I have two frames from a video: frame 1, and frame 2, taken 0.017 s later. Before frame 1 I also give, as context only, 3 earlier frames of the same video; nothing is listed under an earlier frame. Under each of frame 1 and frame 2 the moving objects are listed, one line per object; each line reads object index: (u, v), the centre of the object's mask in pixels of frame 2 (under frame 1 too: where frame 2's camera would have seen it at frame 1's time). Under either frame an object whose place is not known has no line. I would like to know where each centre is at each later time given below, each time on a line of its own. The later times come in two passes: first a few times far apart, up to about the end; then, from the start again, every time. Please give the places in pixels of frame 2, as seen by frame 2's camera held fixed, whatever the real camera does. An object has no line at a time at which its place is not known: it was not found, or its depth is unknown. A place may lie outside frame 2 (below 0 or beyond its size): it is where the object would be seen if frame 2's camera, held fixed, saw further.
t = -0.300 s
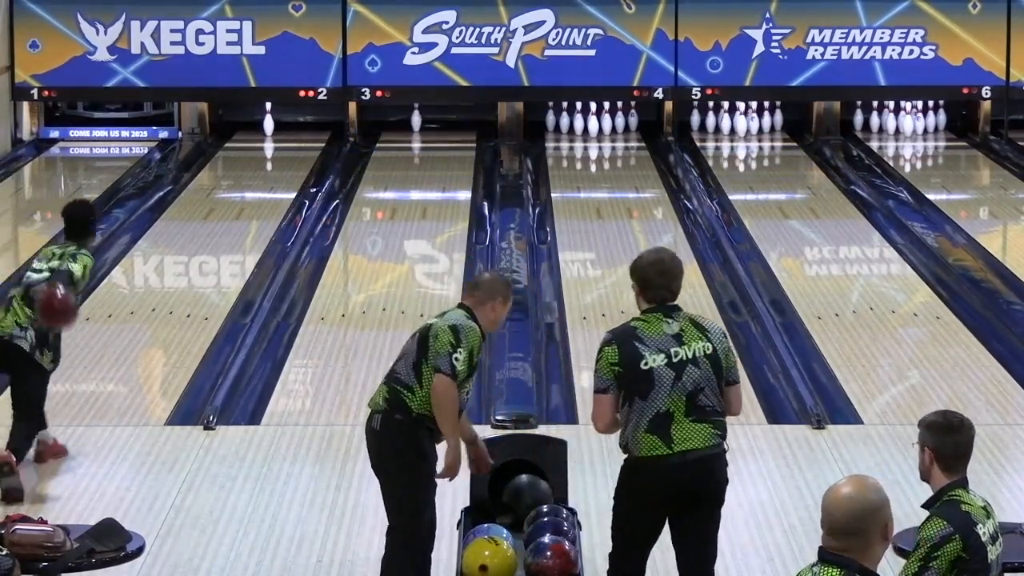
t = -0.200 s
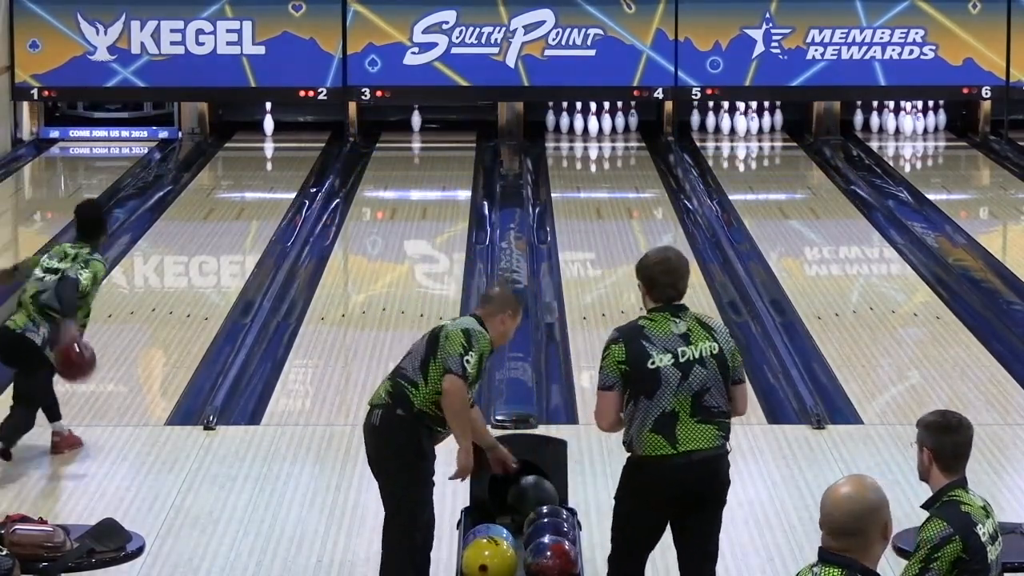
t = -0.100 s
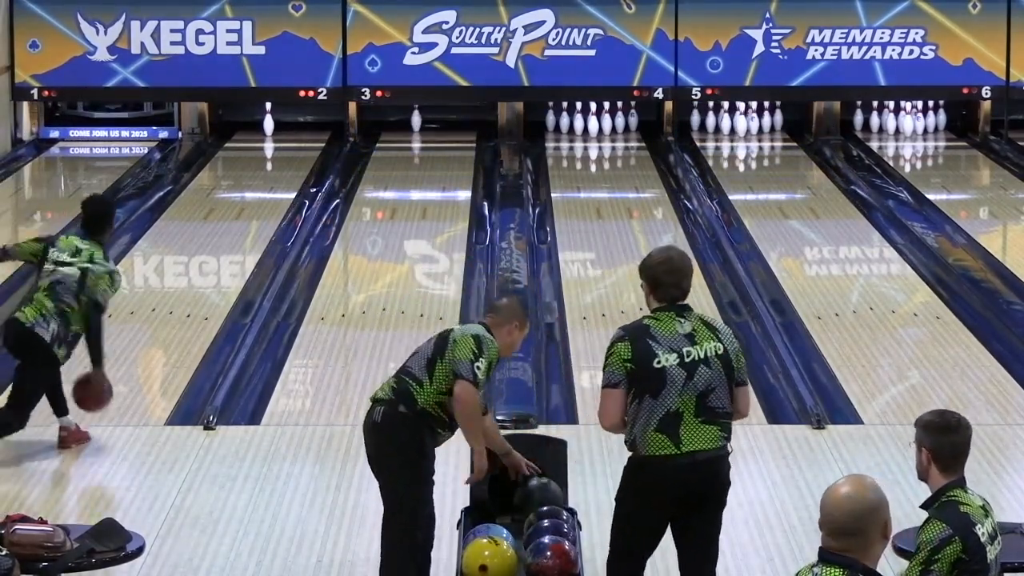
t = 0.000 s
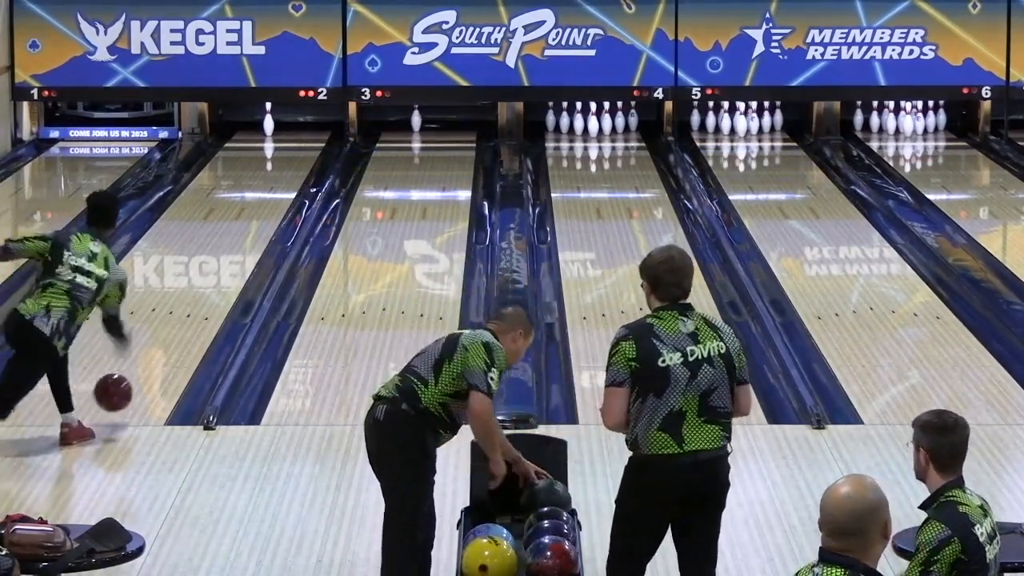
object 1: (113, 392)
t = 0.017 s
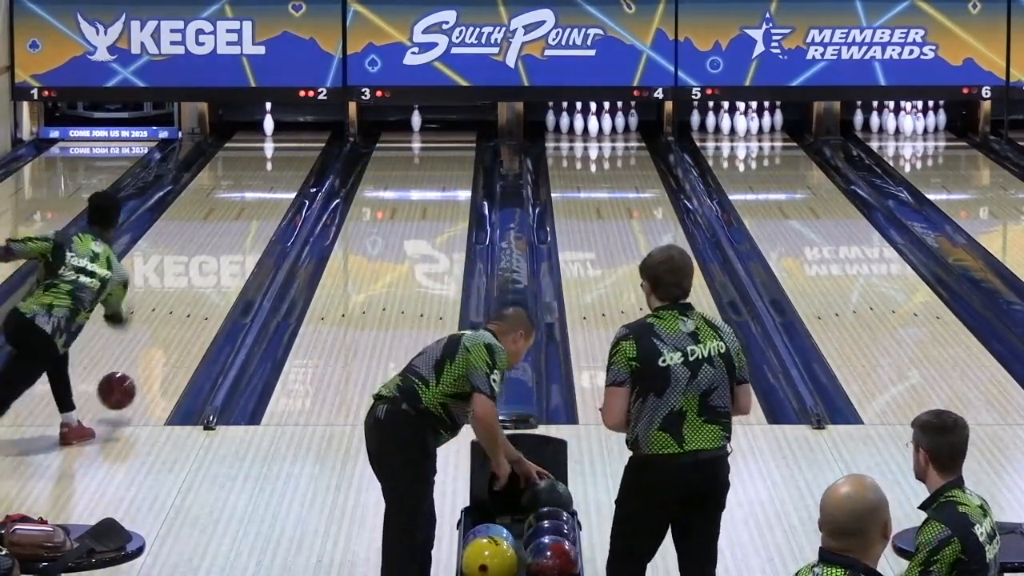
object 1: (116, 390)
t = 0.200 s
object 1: (150, 364)
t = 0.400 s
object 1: (181, 327)
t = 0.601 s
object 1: (206, 295)
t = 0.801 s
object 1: (228, 267)
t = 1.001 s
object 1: (247, 242)
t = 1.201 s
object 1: (262, 221)
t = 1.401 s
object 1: (275, 201)
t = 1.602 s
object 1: (286, 183)
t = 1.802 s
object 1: (292, 168)
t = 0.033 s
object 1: (120, 389)
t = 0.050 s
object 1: (123, 388)
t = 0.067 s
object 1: (126, 389)
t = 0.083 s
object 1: (130, 388)
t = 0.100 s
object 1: (133, 384)
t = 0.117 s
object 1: (135, 380)
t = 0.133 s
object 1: (138, 377)
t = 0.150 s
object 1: (141, 373)
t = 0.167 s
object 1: (144, 370)
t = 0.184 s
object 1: (147, 367)
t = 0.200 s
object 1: (150, 364)
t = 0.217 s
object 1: (153, 360)
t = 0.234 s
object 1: (156, 357)
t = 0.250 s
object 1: (158, 354)
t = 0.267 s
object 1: (161, 351)
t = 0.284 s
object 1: (163, 348)
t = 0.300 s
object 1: (166, 344)
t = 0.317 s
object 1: (169, 342)
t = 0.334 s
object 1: (171, 339)
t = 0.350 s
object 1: (173, 336)
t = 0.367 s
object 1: (176, 333)
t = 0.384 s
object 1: (178, 330)
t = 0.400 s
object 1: (181, 327)
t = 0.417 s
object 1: (183, 324)
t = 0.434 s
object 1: (185, 321)
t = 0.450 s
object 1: (187, 319)
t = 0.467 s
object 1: (190, 316)
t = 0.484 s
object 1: (192, 313)
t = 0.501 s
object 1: (194, 311)
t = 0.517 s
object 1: (196, 308)
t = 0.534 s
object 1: (198, 305)
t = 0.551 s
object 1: (201, 303)
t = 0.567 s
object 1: (203, 300)
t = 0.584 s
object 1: (205, 298)
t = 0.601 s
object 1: (206, 295)
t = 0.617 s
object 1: (208, 293)
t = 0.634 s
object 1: (210, 290)
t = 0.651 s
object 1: (212, 288)
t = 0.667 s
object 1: (214, 285)
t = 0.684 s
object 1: (216, 283)
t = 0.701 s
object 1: (218, 281)
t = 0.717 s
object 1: (220, 278)
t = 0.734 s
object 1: (221, 276)
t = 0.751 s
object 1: (223, 274)
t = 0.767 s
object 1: (225, 272)
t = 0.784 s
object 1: (227, 269)
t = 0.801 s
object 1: (228, 267)
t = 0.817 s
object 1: (230, 265)
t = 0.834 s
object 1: (232, 263)
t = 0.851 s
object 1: (233, 261)
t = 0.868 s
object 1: (235, 259)
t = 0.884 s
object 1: (237, 256)
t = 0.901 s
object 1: (238, 254)
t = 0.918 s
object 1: (240, 252)
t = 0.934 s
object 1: (241, 250)
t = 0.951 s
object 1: (243, 248)
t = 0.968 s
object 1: (244, 246)
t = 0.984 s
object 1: (246, 244)
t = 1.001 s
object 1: (247, 242)
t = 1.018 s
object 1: (249, 241)
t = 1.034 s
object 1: (250, 239)
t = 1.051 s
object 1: (251, 237)
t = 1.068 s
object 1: (253, 235)
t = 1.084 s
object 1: (254, 233)
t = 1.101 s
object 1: (255, 231)
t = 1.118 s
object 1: (257, 229)
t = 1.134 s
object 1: (258, 228)
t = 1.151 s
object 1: (259, 226)
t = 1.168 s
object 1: (260, 224)
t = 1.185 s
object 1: (261, 222)
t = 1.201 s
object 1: (262, 221)
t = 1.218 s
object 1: (264, 219)
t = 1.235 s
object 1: (265, 217)
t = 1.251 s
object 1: (266, 216)
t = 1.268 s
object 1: (267, 214)
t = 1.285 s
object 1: (268, 212)
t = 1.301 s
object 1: (269, 211)
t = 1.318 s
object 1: (270, 209)
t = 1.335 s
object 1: (271, 208)
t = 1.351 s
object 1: (272, 206)
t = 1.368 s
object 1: (273, 204)
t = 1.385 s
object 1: (274, 203)
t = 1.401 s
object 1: (275, 201)
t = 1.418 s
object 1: (276, 199)
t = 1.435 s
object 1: (277, 198)
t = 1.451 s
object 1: (278, 197)
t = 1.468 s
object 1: (279, 195)
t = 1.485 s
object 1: (280, 194)
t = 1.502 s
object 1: (281, 192)
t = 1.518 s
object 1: (281, 191)
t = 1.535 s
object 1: (282, 189)
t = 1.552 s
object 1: (283, 187)
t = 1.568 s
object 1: (284, 186)
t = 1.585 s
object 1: (285, 184)
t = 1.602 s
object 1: (286, 183)
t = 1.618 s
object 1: (286, 182)
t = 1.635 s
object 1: (287, 181)
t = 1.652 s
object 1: (288, 179)
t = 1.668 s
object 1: (288, 178)
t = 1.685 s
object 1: (289, 177)
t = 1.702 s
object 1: (290, 176)
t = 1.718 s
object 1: (290, 175)
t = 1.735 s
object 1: (291, 173)
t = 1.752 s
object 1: (291, 172)
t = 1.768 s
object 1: (292, 171)
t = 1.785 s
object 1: (292, 169)
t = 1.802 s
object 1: (292, 168)
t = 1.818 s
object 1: (292, 167)
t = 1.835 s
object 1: (292, 166)
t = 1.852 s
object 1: (293, 165)
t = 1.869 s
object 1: (293, 164)
